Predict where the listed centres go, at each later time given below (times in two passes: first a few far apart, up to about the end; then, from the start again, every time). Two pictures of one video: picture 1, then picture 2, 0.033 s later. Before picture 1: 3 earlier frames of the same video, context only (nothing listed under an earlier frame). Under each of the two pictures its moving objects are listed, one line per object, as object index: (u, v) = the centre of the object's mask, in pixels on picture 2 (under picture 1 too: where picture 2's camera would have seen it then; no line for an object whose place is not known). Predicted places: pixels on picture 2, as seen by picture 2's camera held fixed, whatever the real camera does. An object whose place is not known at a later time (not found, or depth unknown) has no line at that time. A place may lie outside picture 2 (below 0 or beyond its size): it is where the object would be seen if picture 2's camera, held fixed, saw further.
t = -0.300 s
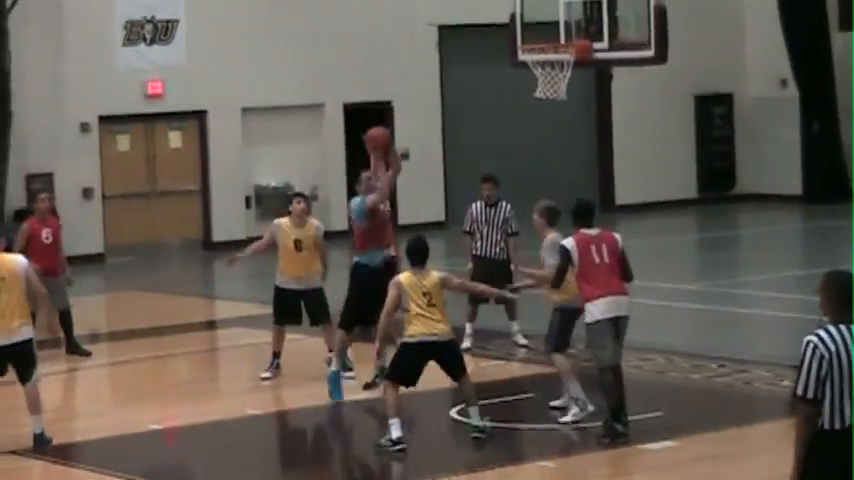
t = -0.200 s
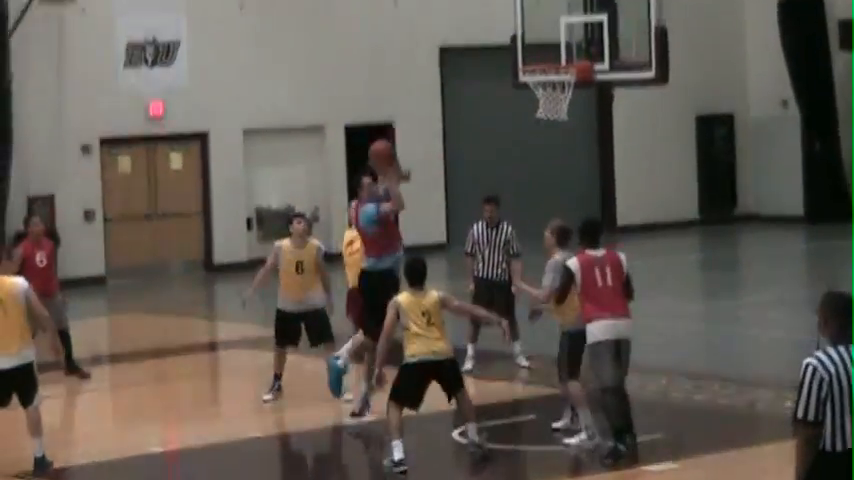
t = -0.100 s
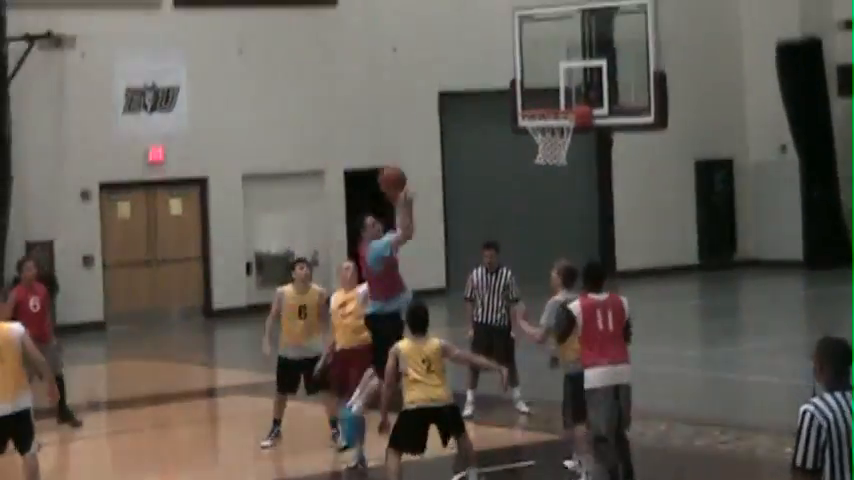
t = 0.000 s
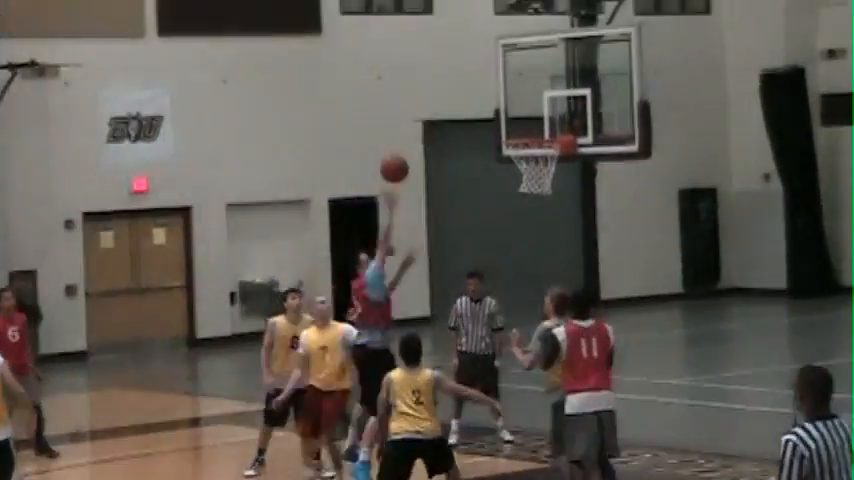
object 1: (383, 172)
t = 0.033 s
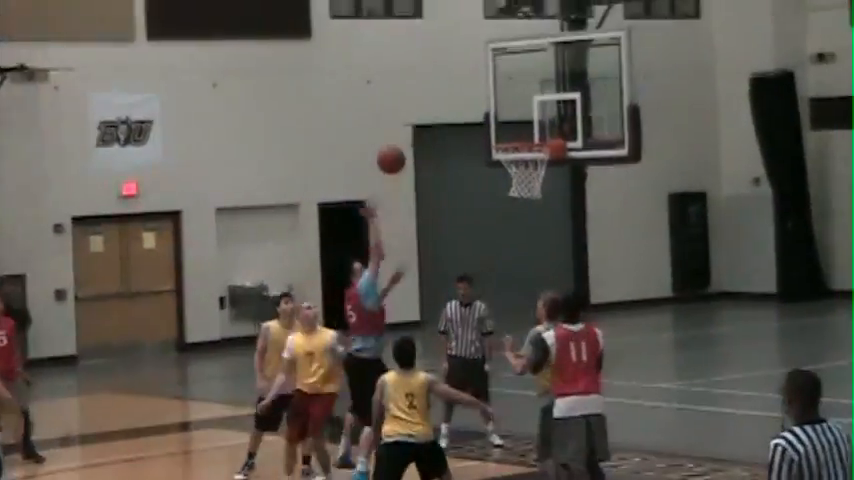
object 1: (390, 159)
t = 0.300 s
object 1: (451, 103)
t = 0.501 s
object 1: (498, 115)
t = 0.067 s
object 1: (398, 148)
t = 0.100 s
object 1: (406, 138)
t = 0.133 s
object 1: (412, 129)
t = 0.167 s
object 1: (420, 121)
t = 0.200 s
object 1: (428, 113)
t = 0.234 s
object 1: (436, 110)
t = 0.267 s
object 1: (444, 106)
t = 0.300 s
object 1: (451, 103)
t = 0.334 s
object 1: (459, 102)
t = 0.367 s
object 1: (467, 103)
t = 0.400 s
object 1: (475, 104)
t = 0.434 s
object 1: (482, 106)
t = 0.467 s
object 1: (491, 110)
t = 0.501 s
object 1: (498, 115)
